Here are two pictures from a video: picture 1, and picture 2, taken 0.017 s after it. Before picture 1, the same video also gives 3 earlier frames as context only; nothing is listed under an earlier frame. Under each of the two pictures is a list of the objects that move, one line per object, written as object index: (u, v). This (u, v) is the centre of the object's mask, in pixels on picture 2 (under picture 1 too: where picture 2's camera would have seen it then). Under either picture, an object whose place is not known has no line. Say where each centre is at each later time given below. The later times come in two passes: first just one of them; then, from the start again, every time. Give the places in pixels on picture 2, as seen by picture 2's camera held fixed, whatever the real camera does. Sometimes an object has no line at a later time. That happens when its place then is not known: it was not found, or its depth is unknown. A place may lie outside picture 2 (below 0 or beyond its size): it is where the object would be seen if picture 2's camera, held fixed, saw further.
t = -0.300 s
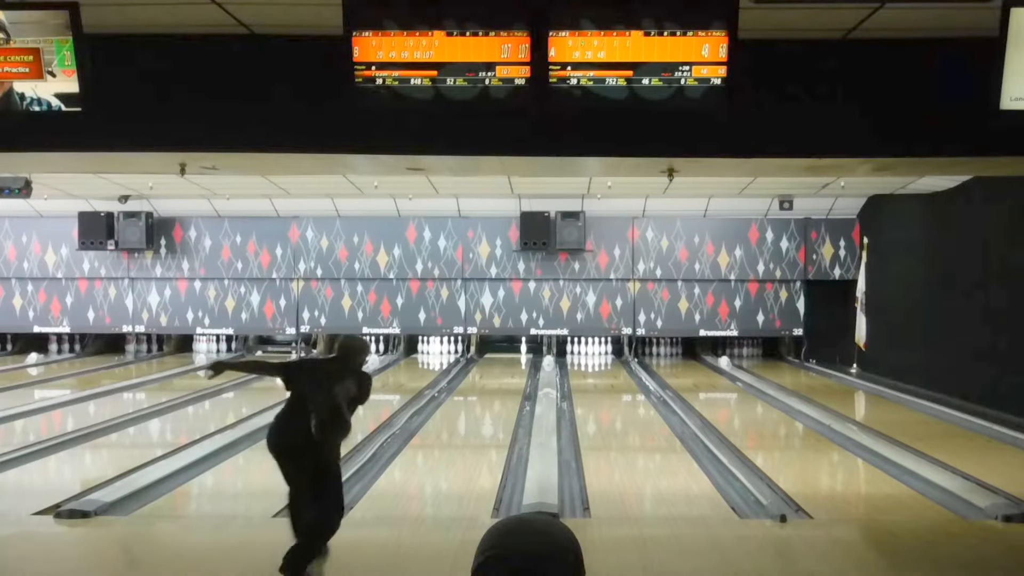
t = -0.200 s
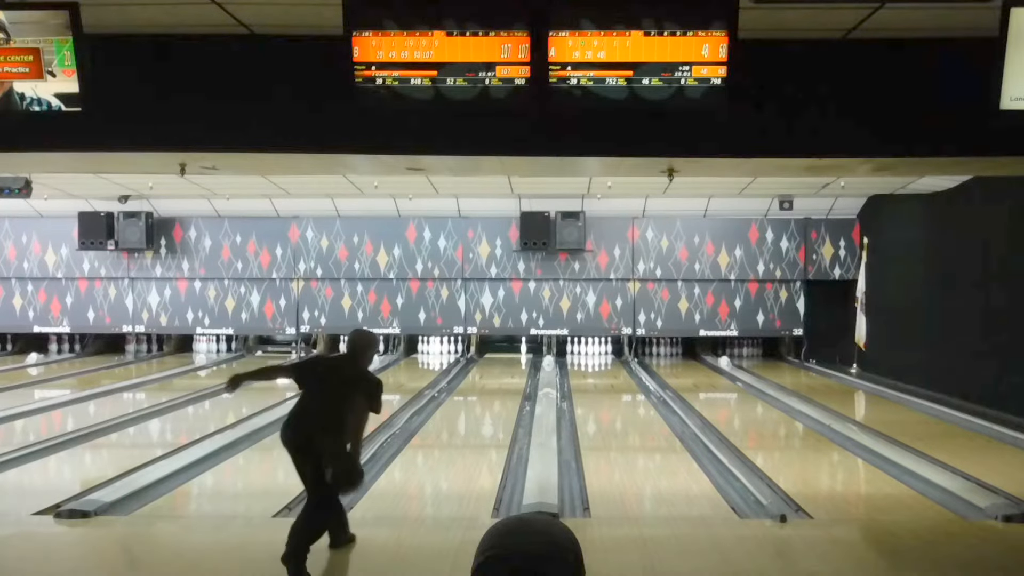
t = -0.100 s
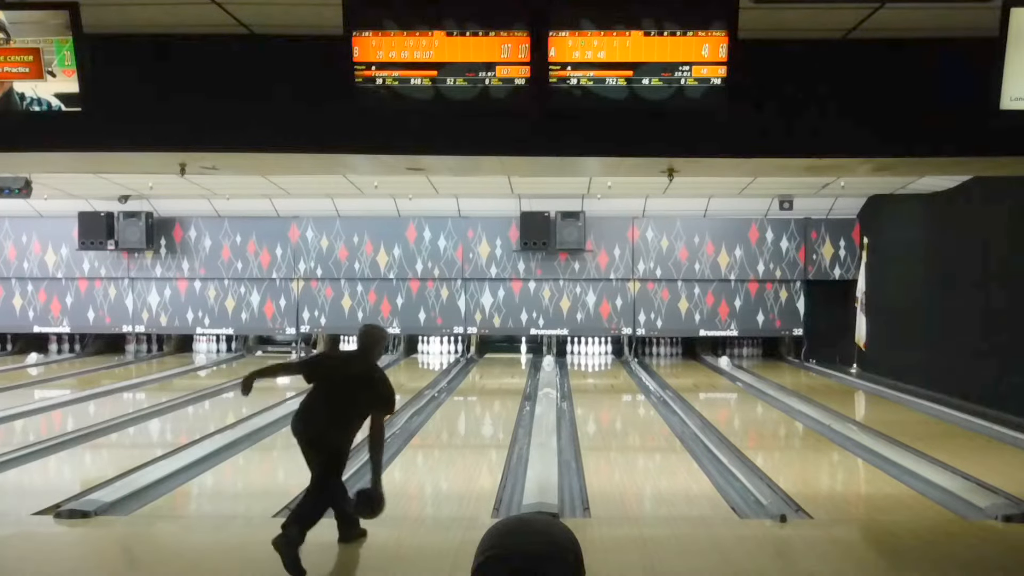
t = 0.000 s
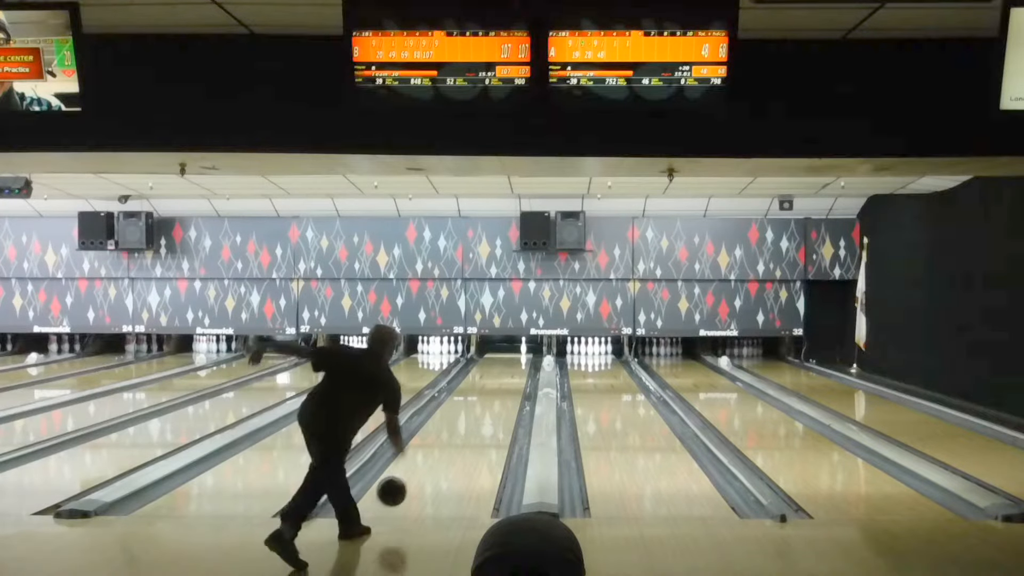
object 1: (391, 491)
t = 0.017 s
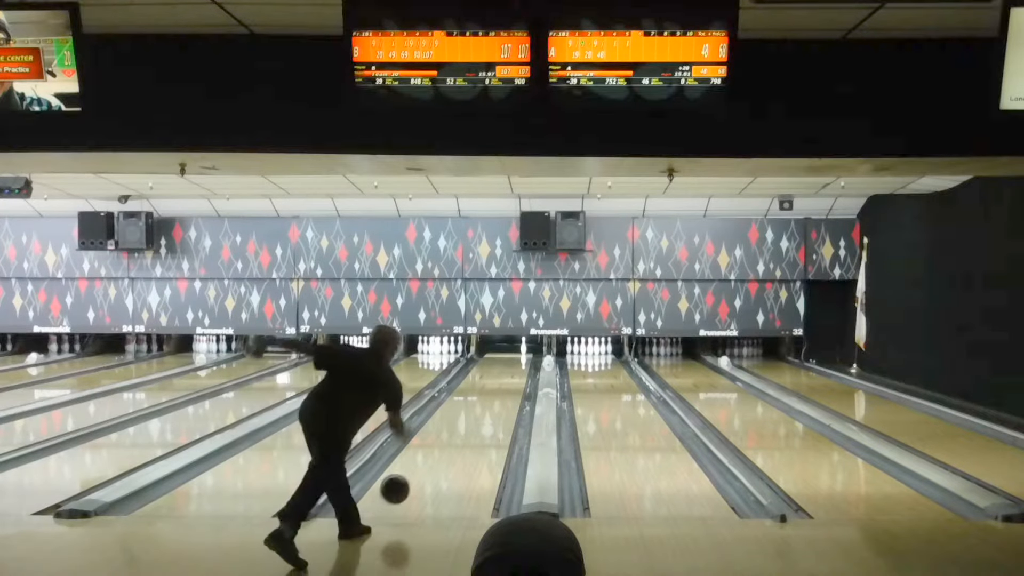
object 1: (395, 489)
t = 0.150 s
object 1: (418, 482)
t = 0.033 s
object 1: (398, 487)
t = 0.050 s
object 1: (401, 485)
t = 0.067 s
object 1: (404, 484)
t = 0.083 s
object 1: (407, 483)
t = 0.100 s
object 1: (410, 483)
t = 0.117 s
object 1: (412, 483)
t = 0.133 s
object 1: (415, 484)
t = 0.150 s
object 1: (418, 482)
